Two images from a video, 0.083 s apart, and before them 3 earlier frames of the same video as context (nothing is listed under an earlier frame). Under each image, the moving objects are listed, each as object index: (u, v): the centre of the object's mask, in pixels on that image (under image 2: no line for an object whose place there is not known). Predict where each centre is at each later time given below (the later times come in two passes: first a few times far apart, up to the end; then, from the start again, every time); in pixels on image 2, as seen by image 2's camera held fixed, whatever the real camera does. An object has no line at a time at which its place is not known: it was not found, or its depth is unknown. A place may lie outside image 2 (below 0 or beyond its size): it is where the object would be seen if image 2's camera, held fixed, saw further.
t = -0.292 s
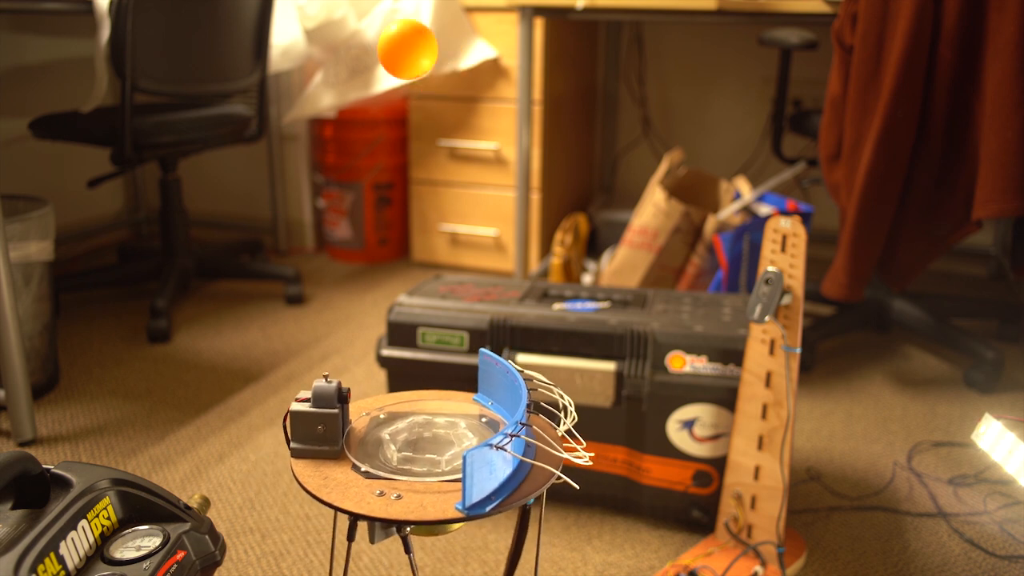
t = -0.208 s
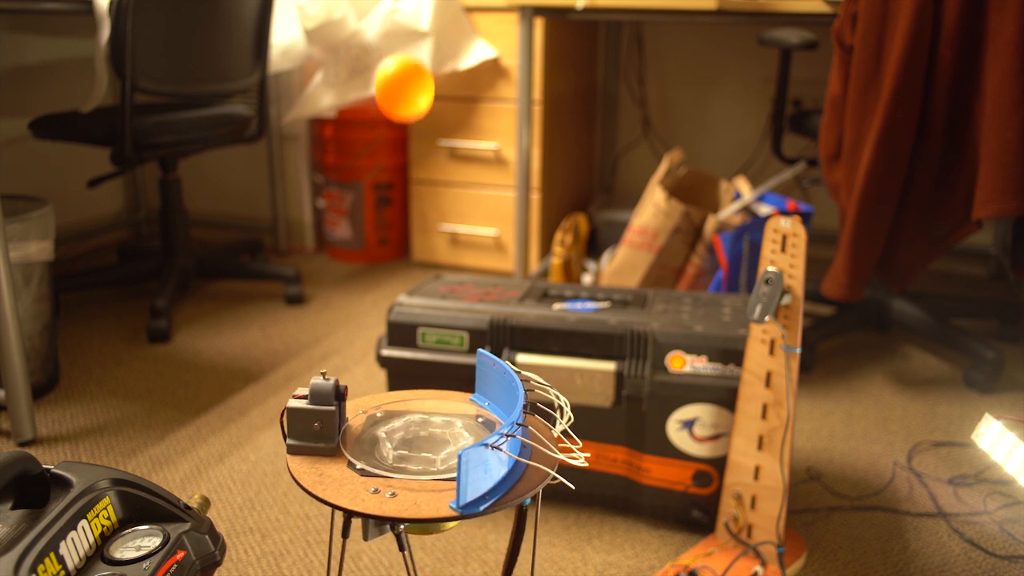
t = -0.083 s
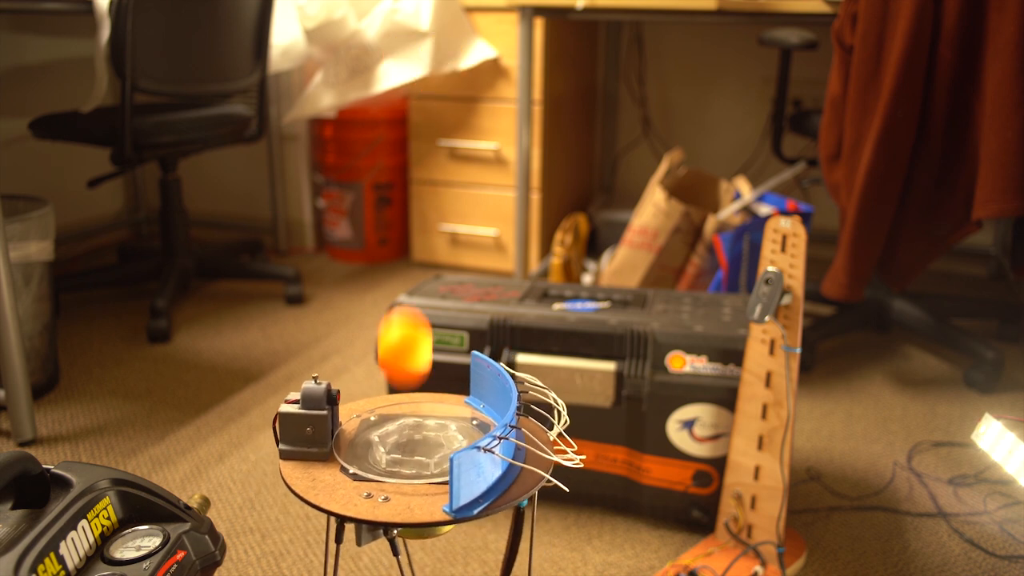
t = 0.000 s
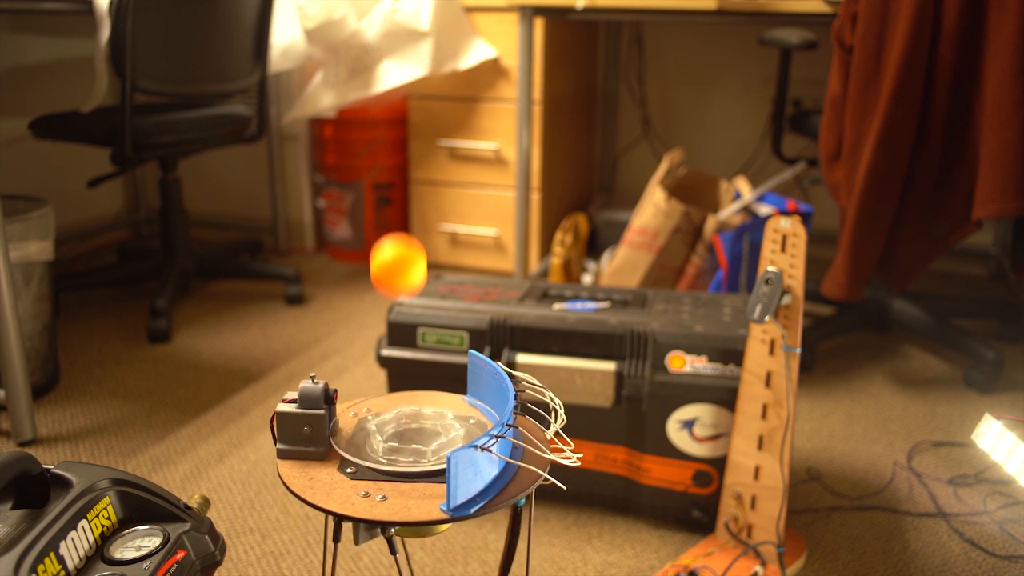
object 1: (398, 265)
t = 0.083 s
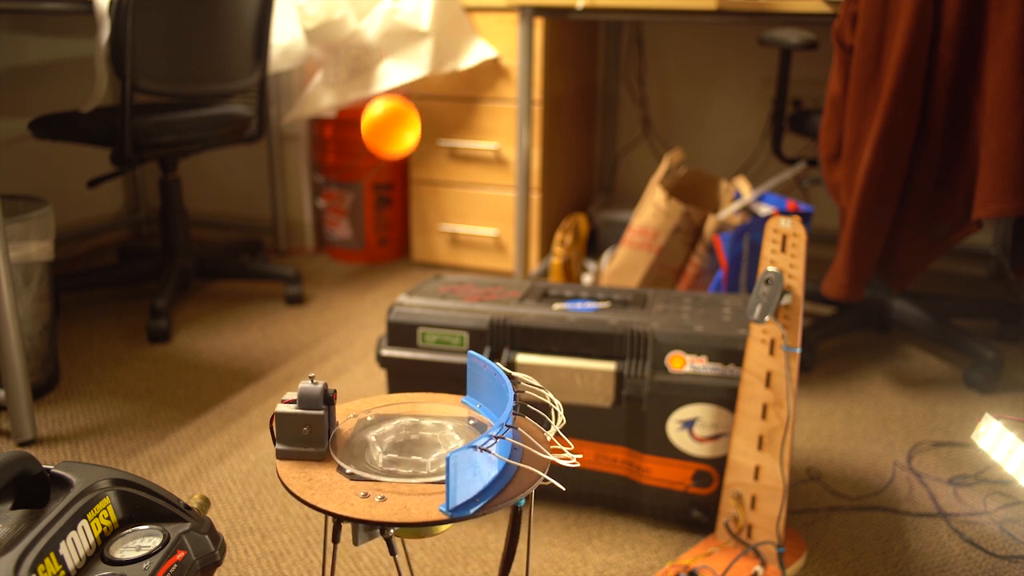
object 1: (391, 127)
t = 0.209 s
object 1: (382, 77)
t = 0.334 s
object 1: (382, 266)
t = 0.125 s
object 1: (387, 87)
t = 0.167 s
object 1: (384, 68)
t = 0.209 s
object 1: (382, 77)
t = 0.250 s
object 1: (381, 113)
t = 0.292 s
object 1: (381, 176)
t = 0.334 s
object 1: (382, 266)
